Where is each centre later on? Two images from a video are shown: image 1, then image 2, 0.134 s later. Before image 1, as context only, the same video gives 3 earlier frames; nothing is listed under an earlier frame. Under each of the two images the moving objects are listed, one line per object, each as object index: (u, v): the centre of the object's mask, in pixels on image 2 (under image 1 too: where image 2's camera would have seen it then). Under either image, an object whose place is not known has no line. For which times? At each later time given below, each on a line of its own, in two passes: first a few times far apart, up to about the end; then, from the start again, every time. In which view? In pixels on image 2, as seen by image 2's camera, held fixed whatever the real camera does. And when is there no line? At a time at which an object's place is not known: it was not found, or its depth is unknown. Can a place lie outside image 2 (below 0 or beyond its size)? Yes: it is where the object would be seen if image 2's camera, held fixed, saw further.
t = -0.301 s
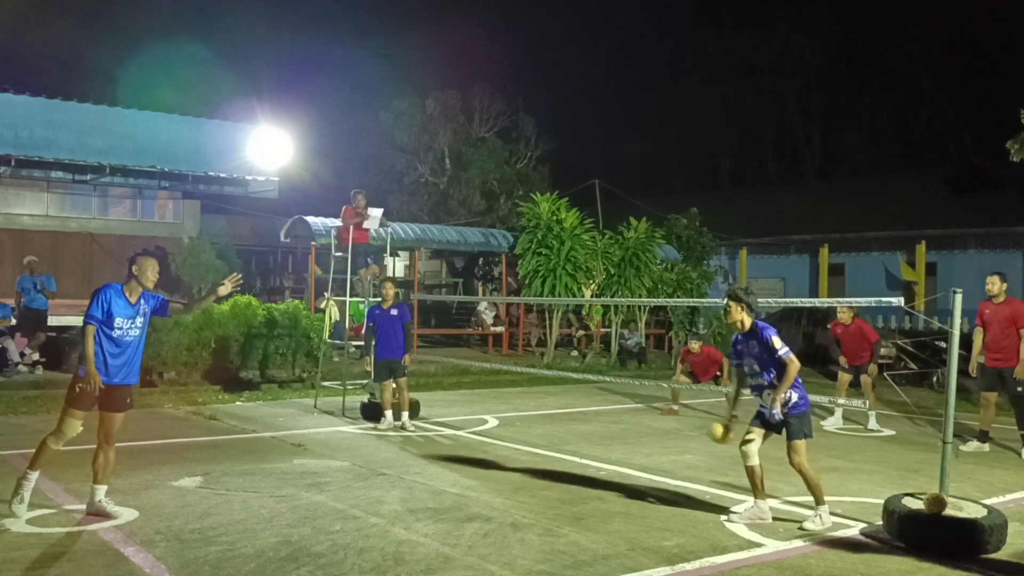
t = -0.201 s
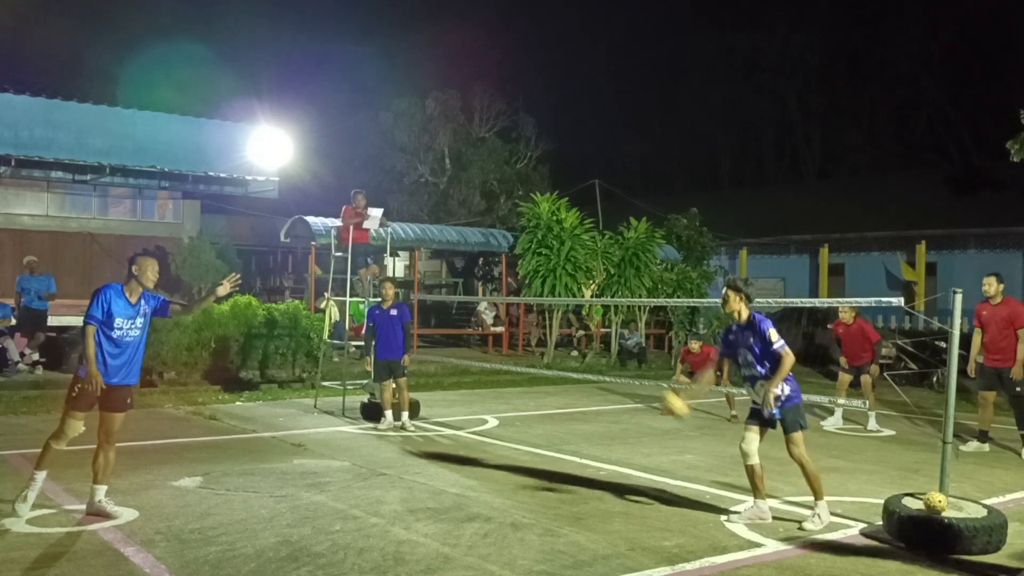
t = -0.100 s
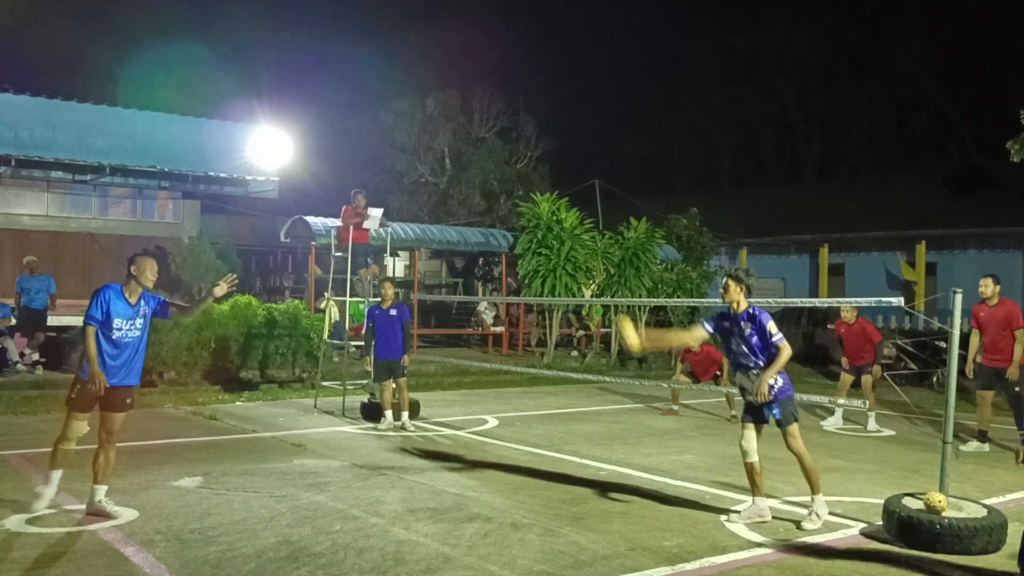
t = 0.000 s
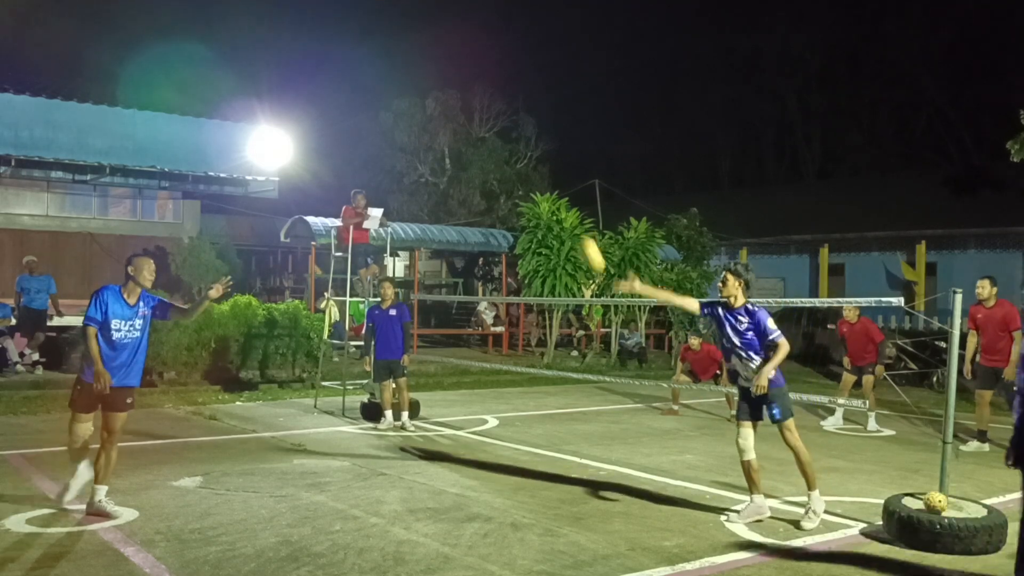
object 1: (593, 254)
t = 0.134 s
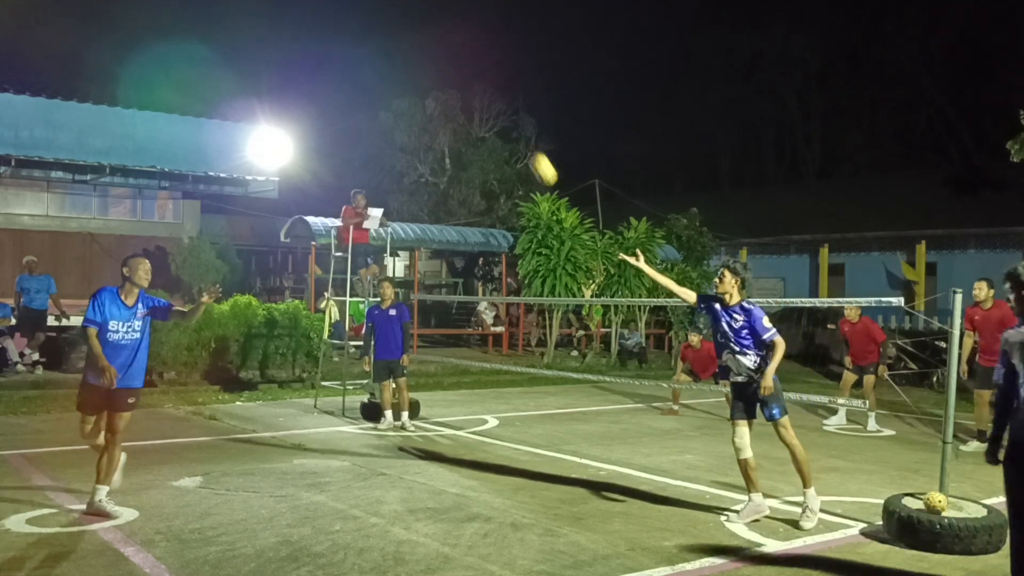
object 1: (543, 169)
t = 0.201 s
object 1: (519, 135)
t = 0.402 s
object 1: (445, 70)
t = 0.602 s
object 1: (371, 62)
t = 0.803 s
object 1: (294, 113)
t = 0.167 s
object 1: (532, 151)
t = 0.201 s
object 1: (519, 135)
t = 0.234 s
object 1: (507, 120)
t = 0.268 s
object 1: (495, 108)
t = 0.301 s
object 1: (482, 96)
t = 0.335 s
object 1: (470, 86)
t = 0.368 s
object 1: (458, 77)
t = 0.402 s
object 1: (445, 70)
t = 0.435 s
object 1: (433, 65)
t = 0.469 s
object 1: (421, 61)
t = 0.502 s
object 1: (409, 59)
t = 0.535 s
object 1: (396, 58)
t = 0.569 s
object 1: (383, 59)
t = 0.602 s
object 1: (371, 62)
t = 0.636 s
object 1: (358, 66)
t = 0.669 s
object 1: (345, 72)
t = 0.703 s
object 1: (333, 79)
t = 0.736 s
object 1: (320, 89)
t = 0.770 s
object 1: (308, 100)
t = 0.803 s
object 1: (294, 113)
